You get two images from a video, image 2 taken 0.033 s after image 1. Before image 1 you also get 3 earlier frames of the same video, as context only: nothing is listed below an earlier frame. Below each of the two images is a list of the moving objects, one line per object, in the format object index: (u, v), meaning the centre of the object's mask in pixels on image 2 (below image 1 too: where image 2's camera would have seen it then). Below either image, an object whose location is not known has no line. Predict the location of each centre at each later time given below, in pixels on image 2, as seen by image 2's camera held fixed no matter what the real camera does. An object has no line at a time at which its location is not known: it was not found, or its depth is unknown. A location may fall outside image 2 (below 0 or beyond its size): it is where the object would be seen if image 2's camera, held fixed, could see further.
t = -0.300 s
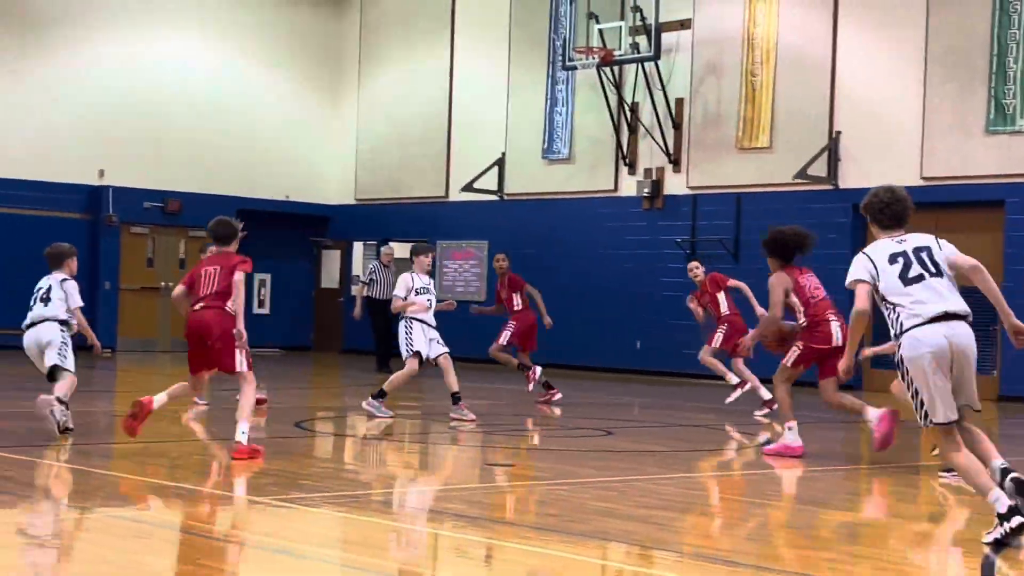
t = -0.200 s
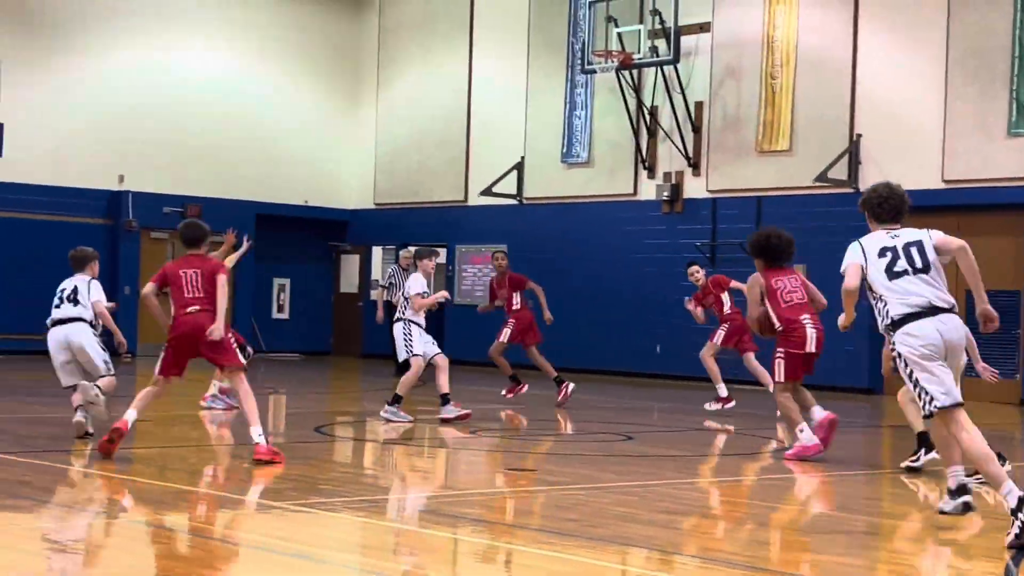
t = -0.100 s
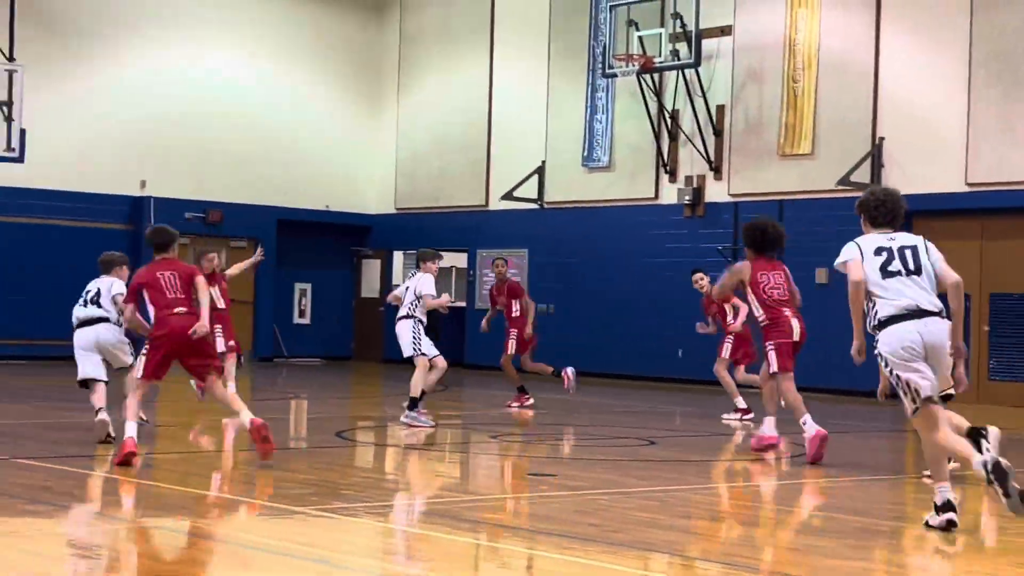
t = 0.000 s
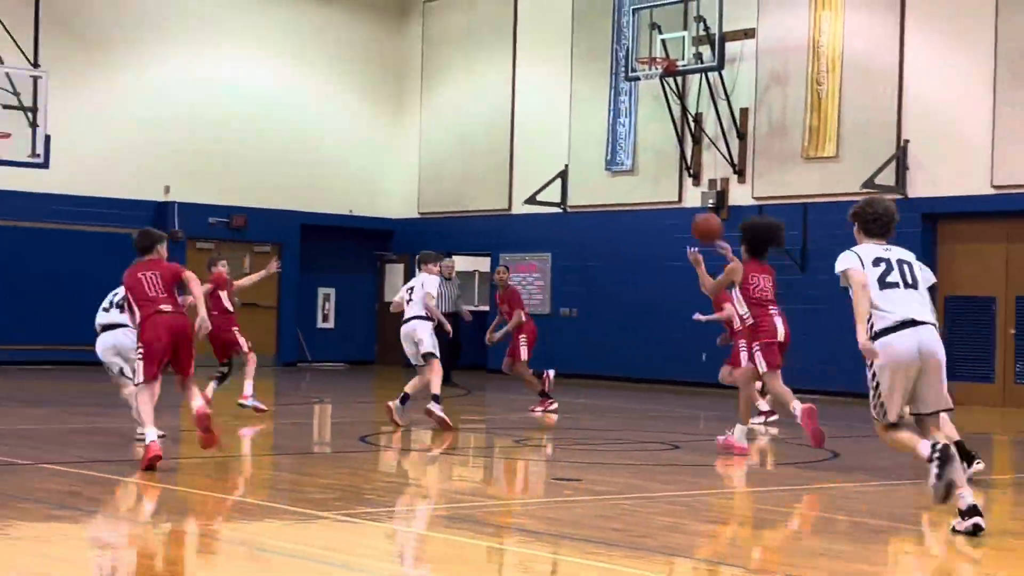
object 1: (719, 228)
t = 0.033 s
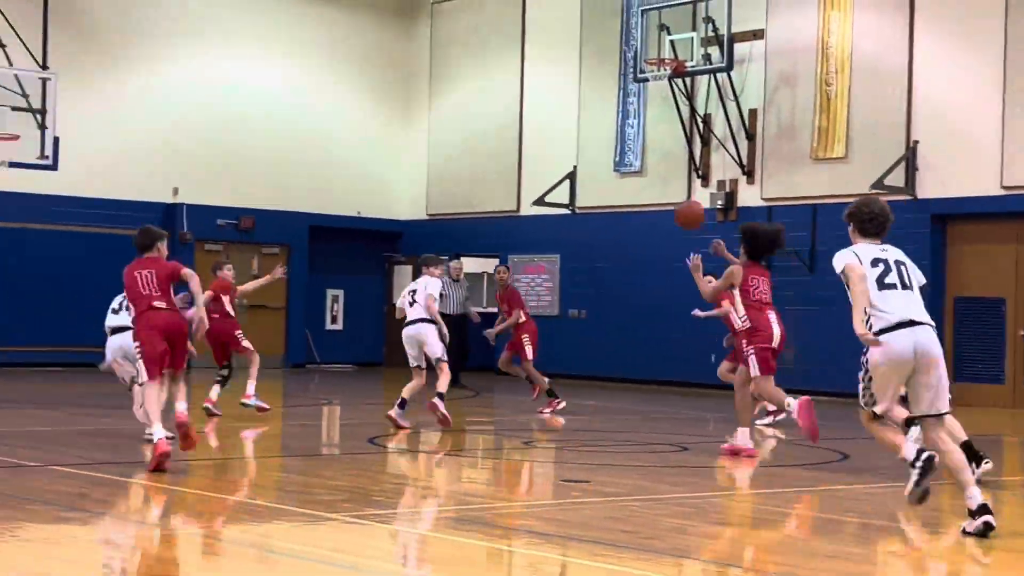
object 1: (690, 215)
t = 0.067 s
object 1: (664, 202)
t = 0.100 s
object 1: (641, 191)
